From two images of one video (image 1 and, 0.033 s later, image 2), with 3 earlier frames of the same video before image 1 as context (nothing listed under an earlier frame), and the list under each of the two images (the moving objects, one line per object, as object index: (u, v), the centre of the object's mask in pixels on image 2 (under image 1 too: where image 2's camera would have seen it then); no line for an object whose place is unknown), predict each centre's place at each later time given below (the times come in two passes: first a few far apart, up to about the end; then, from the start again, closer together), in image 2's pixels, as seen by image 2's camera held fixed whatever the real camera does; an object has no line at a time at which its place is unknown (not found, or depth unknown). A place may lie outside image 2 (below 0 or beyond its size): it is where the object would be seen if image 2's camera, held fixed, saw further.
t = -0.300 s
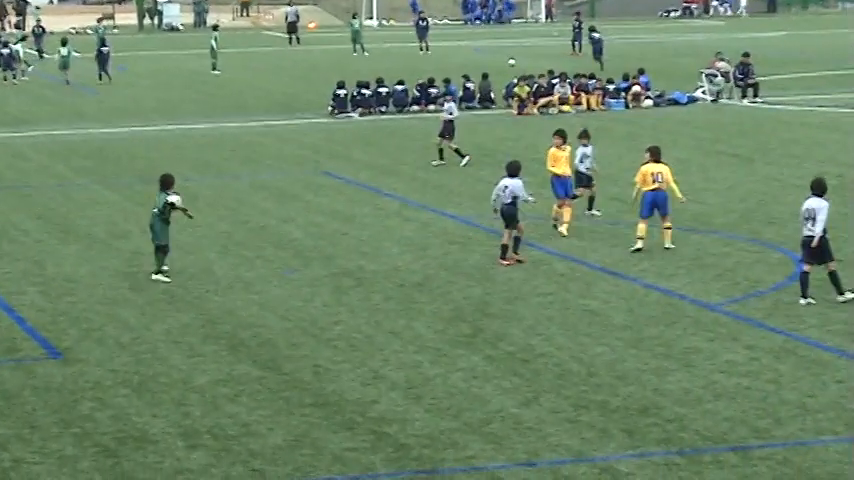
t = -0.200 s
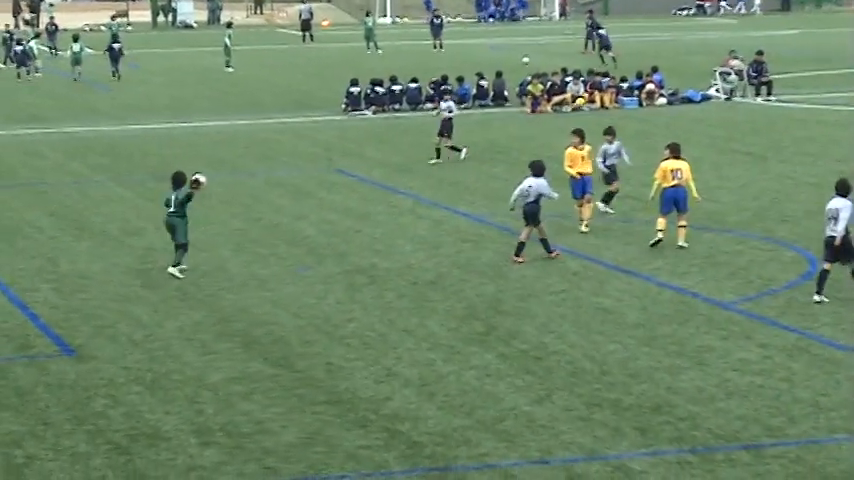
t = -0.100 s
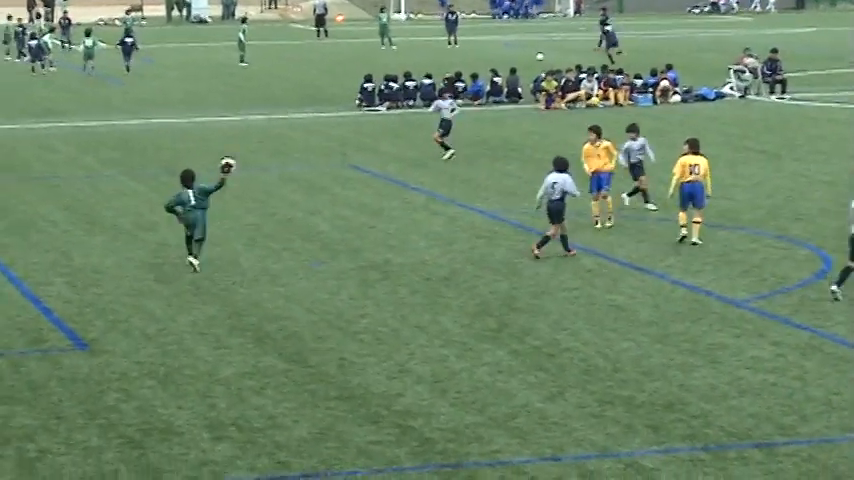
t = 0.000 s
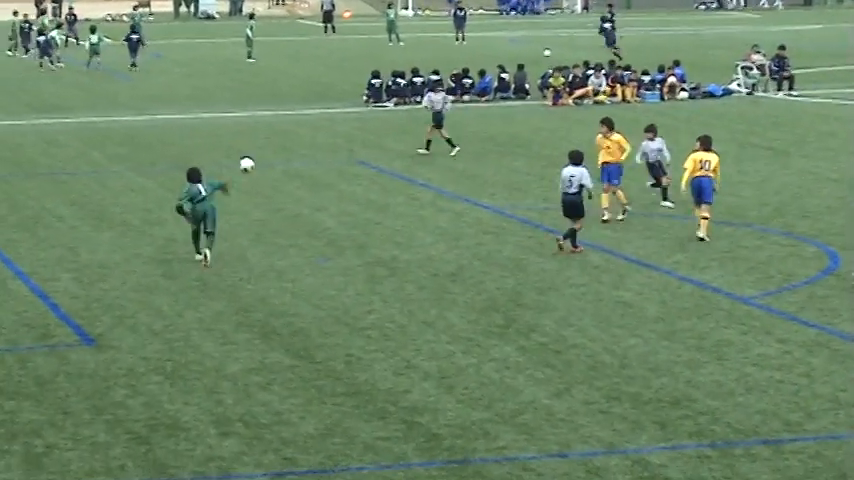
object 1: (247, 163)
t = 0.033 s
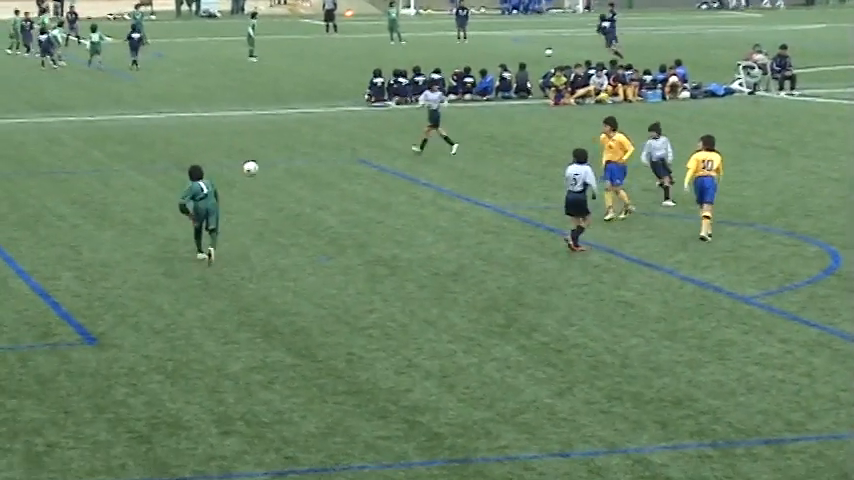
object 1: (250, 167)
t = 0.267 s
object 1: (265, 212)
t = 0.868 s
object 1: (279, 154)
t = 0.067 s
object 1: (253, 173)
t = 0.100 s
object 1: (256, 178)
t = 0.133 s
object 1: (258, 184)
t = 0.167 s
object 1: (260, 190)
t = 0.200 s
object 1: (262, 198)
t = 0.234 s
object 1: (264, 204)
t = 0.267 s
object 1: (265, 212)
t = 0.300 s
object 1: (266, 209)
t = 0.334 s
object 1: (266, 200)
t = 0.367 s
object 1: (267, 190)
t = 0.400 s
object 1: (267, 184)
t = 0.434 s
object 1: (268, 175)
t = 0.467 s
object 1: (267, 170)
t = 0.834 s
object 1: (276, 152)
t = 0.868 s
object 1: (279, 154)
